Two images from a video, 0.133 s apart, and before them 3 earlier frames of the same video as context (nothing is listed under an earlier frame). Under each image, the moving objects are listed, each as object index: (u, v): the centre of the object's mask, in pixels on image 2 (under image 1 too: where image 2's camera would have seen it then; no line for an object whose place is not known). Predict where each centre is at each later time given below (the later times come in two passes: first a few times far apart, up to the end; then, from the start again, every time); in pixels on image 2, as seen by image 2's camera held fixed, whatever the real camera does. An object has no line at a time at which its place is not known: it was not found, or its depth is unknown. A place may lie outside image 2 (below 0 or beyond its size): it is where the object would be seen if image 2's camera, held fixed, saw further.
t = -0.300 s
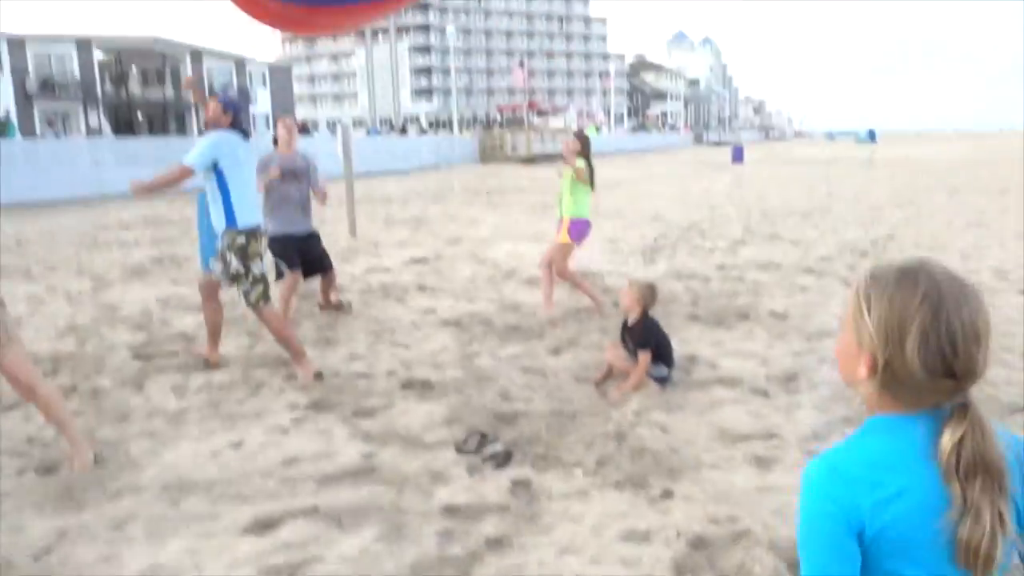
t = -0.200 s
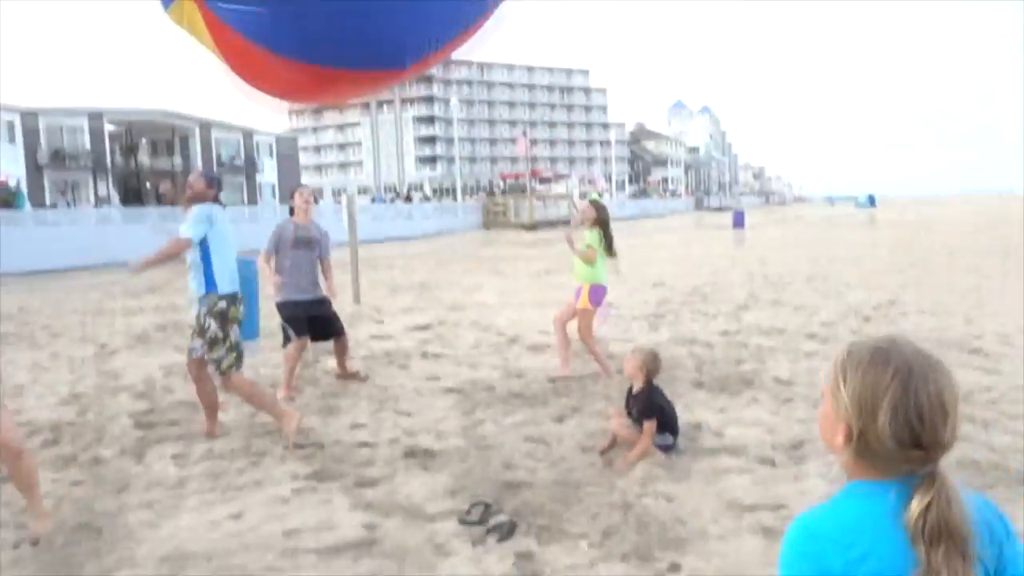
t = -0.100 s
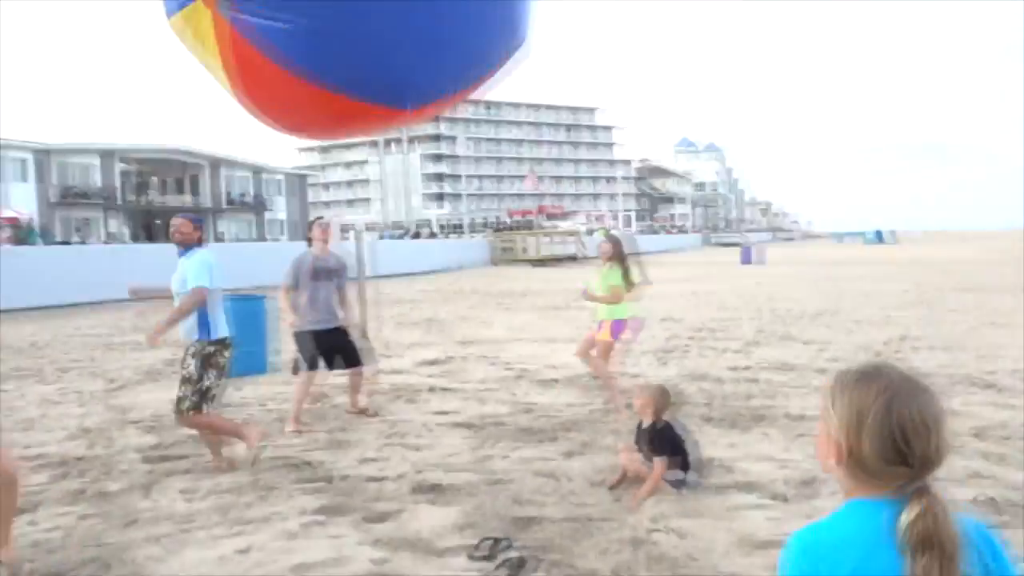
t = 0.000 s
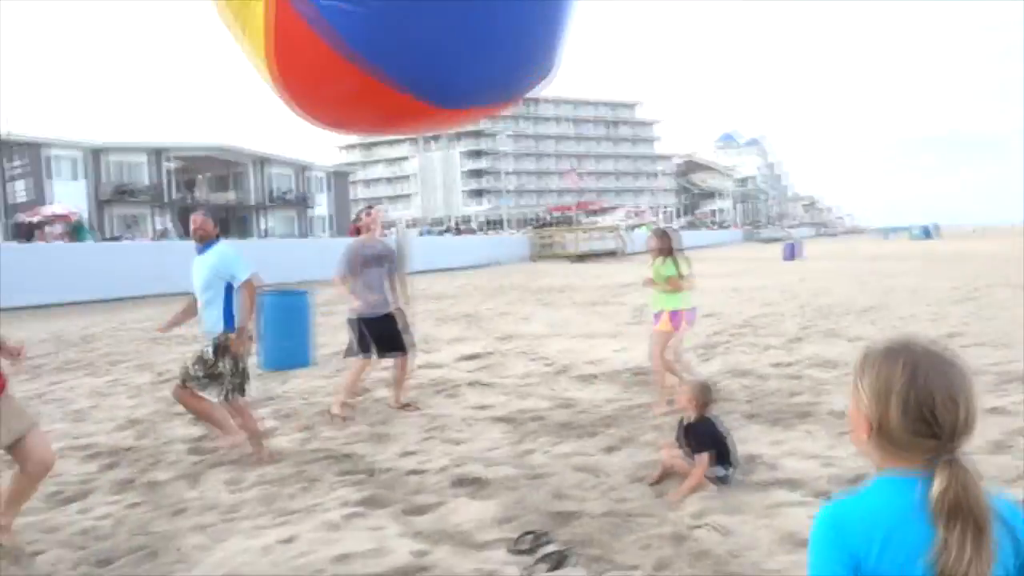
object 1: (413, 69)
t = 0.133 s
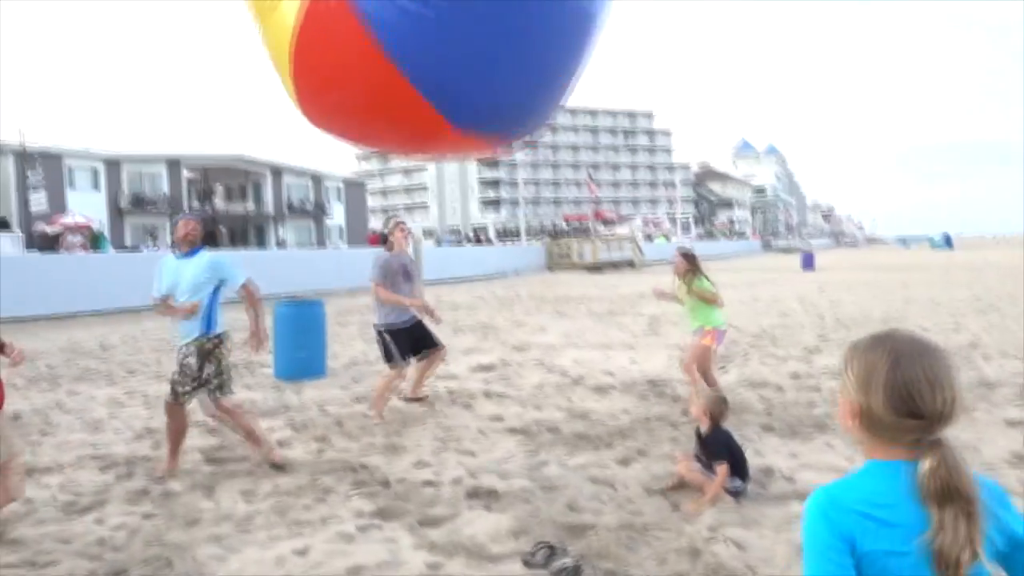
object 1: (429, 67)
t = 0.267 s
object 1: (442, 80)
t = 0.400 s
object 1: (449, 96)
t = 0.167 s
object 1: (433, 69)
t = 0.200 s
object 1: (436, 72)
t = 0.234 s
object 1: (439, 76)
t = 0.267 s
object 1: (442, 80)
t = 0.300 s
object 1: (444, 84)
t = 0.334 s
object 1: (446, 88)
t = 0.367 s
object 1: (448, 92)
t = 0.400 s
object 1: (449, 96)
